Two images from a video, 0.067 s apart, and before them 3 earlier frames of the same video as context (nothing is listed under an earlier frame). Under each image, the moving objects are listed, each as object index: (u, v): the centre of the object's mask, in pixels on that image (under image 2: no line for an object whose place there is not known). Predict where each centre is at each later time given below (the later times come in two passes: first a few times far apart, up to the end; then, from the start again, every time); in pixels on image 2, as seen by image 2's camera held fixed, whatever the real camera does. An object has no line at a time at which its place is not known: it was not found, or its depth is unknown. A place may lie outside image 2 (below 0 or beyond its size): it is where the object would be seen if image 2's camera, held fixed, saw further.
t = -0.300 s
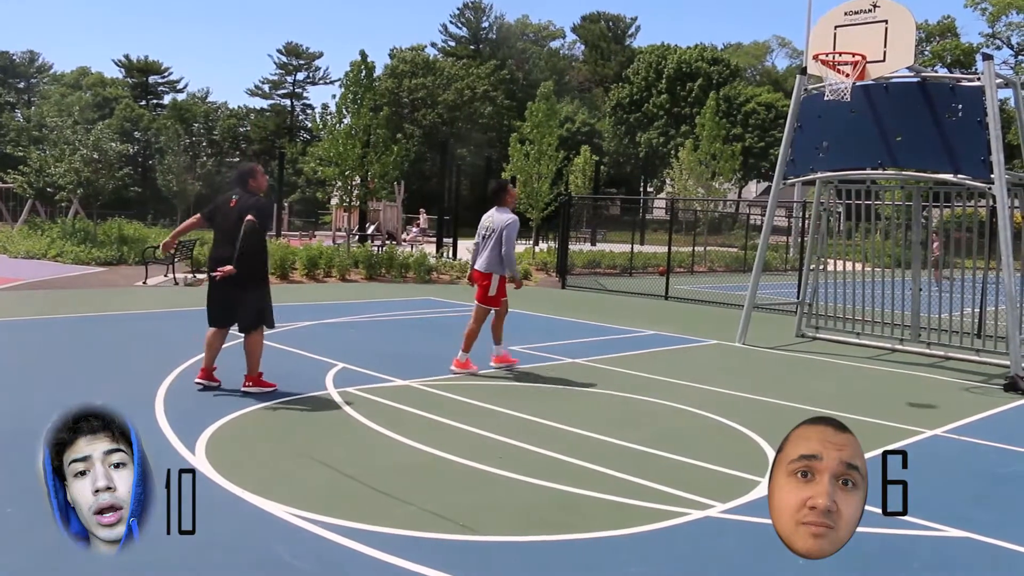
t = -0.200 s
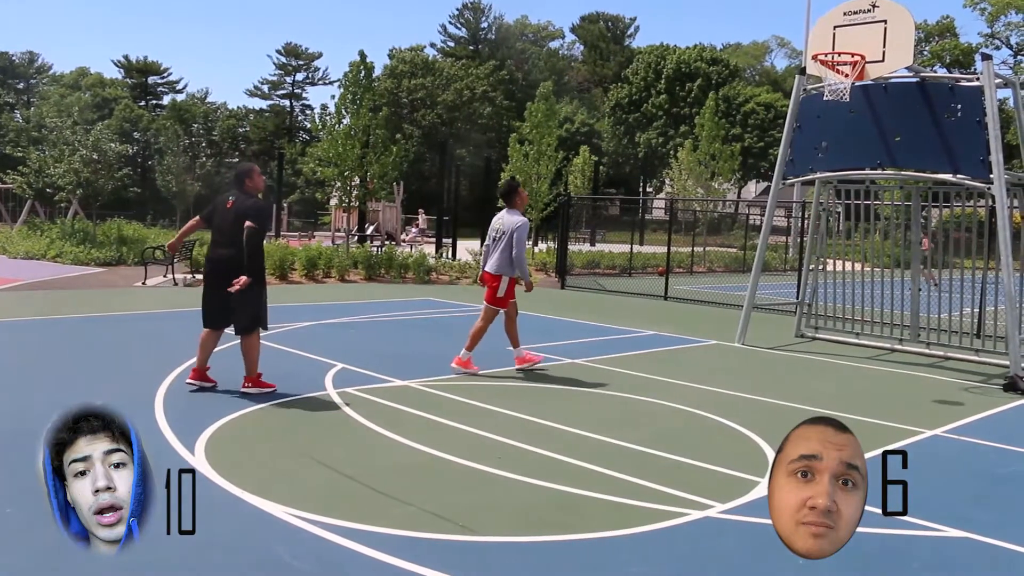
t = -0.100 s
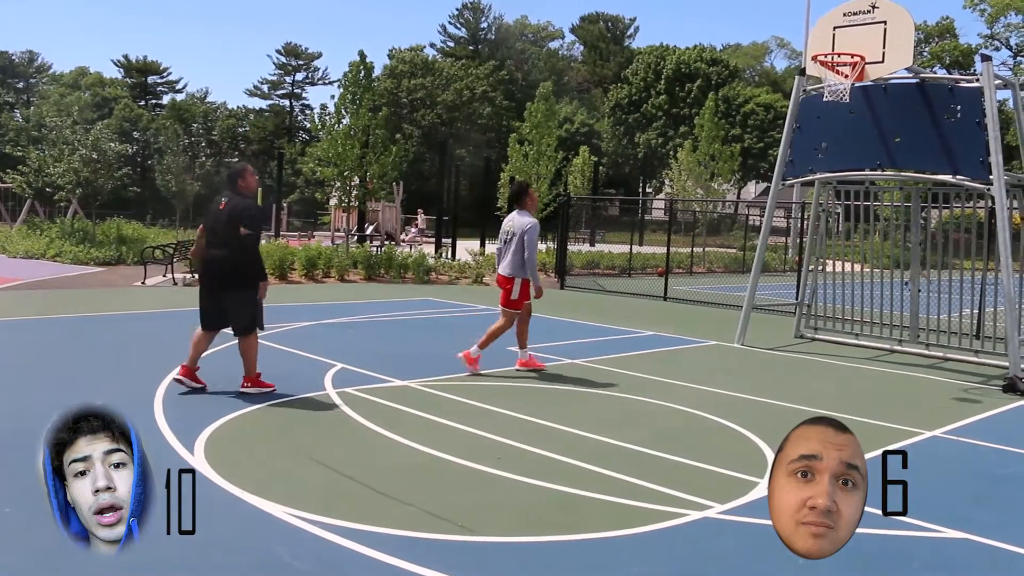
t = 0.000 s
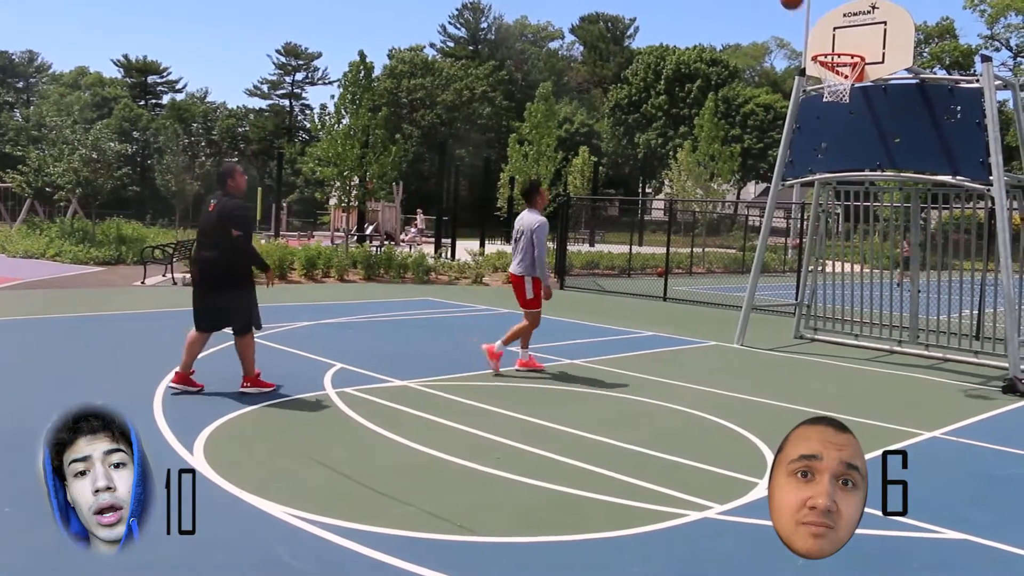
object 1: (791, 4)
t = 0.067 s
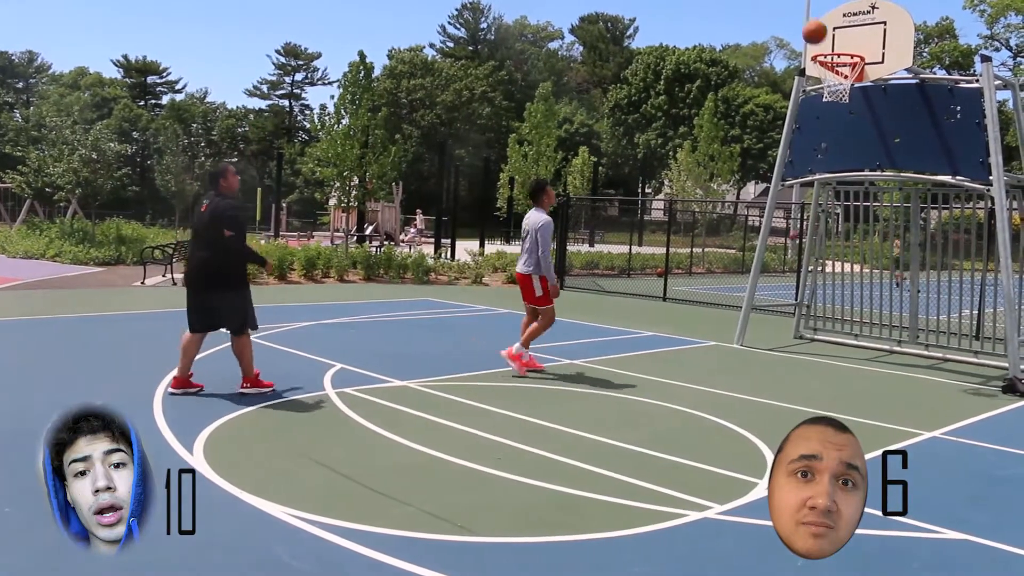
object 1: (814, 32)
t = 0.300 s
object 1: (857, 87)
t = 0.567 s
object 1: (862, 117)
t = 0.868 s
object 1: (864, 255)
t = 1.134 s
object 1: (859, 320)
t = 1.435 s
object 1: (839, 188)
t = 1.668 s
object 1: (814, 146)
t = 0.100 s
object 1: (825, 46)
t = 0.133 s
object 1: (835, 69)
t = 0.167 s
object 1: (845, 83)
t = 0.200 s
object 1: (846, 85)
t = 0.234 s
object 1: (848, 84)
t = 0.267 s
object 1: (853, 87)
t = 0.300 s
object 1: (857, 87)
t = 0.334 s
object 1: (862, 84)
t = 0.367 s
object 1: (862, 83)
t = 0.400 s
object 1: (861, 84)
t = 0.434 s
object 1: (860, 87)
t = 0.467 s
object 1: (860, 92)
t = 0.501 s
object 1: (860, 100)
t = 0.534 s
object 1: (861, 107)
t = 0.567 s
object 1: (862, 117)
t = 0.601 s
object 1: (863, 127)
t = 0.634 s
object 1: (864, 139)
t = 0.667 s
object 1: (864, 151)
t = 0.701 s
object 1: (864, 164)
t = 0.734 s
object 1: (865, 179)
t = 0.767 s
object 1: (864, 196)
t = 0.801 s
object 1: (864, 215)
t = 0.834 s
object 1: (864, 234)
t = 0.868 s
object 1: (864, 255)
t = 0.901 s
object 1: (864, 277)
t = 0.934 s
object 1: (864, 300)
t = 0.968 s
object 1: (863, 324)
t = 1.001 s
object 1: (863, 349)
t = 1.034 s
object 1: (863, 377)
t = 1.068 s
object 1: (862, 360)
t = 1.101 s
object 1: (860, 339)
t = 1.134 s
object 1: (859, 320)
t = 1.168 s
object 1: (857, 300)
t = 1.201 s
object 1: (855, 283)
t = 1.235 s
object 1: (854, 266)
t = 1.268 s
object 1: (851, 250)
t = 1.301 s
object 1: (849, 235)
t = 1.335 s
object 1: (846, 222)
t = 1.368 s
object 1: (844, 209)
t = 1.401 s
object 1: (842, 197)
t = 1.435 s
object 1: (839, 188)
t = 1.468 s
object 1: (836, 178)
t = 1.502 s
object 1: (834, 169)
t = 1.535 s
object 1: (830, 162)
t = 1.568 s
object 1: (826, 157)
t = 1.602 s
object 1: (822, 152)
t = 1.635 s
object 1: (819, 148)
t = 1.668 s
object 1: (814, 146)
